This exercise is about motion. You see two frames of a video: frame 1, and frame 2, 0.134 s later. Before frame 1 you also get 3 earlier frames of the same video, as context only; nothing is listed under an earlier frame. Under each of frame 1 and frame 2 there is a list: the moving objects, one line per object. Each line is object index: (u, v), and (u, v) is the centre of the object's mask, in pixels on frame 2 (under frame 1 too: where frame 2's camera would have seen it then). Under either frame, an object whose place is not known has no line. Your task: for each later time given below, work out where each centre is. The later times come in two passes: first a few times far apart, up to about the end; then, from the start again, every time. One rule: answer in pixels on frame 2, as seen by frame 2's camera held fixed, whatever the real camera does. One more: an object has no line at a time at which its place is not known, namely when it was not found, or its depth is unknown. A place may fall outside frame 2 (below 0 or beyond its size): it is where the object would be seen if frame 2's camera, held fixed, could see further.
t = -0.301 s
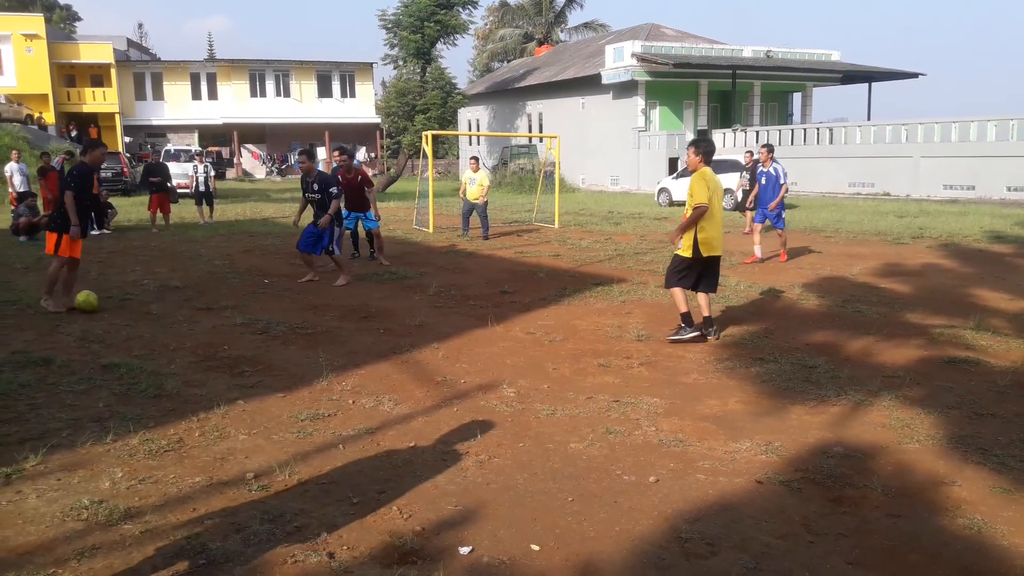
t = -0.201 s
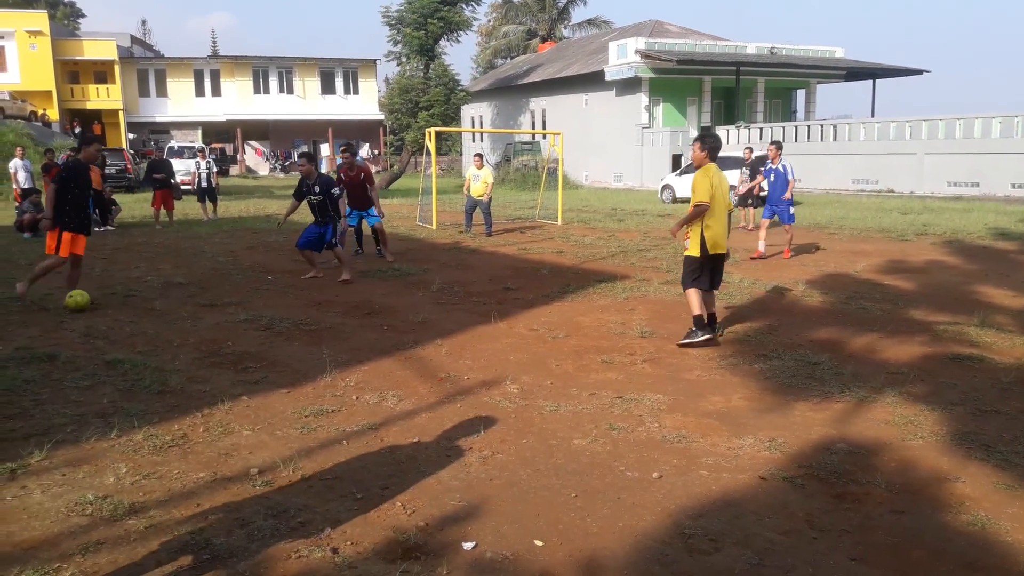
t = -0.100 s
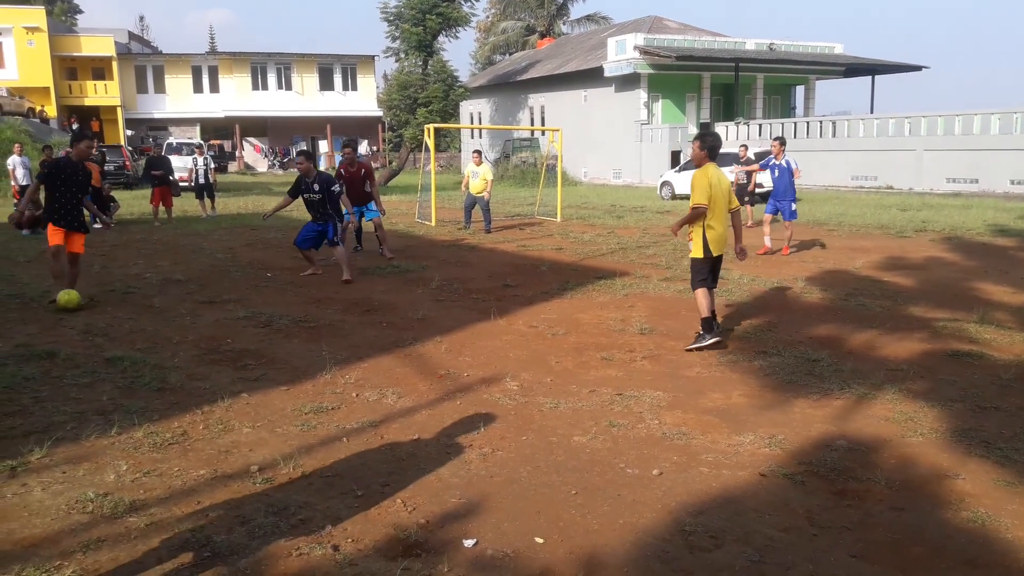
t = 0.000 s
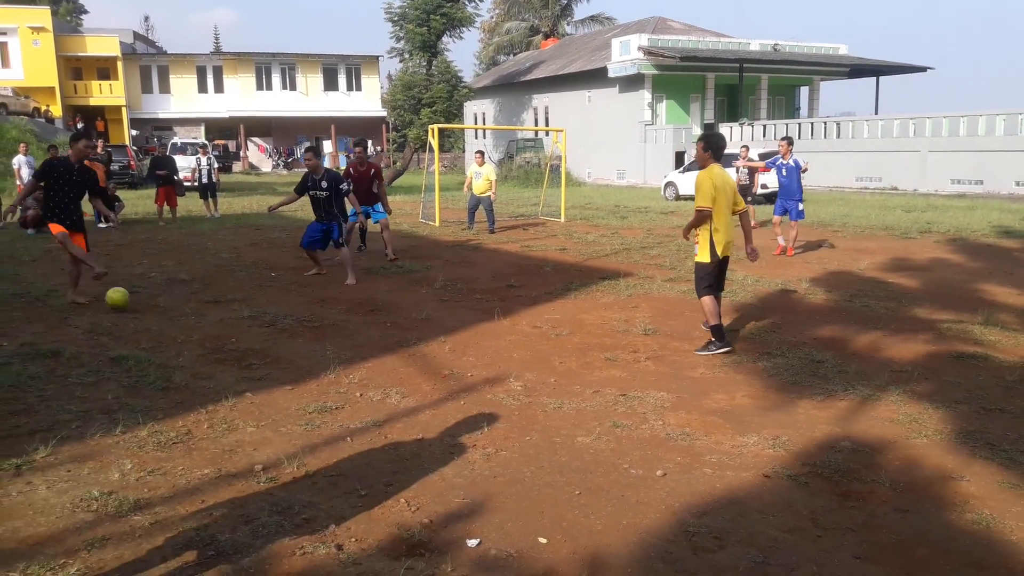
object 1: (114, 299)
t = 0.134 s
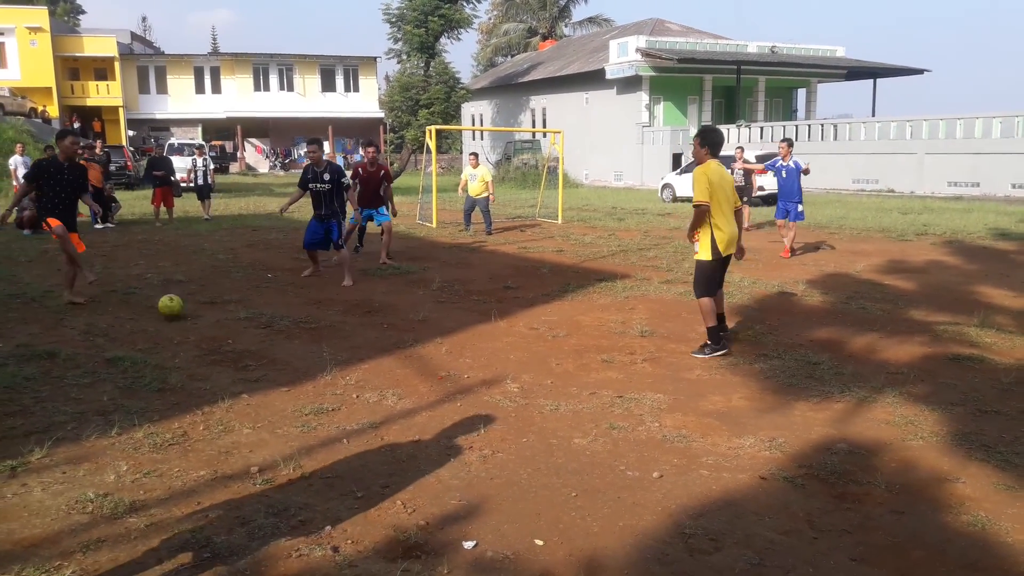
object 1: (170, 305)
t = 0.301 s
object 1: (229, 311)
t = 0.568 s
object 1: (321, 321)
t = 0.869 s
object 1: (426, 326)
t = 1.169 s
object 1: (535, 335)
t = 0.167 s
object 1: (182, 305)
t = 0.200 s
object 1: (194, 306)
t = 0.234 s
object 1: (206, 309)
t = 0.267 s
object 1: (218, 312)
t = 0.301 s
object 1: (229, 311)
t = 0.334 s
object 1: (241, 311)
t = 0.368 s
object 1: (252, 313)
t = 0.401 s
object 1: (264, 315)
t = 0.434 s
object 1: (275, 317)
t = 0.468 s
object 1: (286, 316)
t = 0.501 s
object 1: (298, 316)
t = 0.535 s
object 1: (310, 319)
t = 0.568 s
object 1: (321, 321)
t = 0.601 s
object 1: (332, 319)
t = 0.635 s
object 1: (343, 319)
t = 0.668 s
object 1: (355, 320)
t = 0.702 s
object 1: (367, 323)
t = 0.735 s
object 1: (379, 324)
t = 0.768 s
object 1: (390, 323)
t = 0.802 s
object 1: (402, 324)
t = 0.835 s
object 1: (414, 326)
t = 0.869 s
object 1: (426, 326)
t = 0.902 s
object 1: (438, 325)
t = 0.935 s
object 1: (450, 325)
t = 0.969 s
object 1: (461, 327)
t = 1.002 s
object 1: (473, 331)
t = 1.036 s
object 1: (485, 334)
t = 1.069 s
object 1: (497, 334)
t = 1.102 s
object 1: (510, 334)
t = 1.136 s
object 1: (523, 335)
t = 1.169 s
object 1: (535, 335)
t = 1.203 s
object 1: (547, 332)
